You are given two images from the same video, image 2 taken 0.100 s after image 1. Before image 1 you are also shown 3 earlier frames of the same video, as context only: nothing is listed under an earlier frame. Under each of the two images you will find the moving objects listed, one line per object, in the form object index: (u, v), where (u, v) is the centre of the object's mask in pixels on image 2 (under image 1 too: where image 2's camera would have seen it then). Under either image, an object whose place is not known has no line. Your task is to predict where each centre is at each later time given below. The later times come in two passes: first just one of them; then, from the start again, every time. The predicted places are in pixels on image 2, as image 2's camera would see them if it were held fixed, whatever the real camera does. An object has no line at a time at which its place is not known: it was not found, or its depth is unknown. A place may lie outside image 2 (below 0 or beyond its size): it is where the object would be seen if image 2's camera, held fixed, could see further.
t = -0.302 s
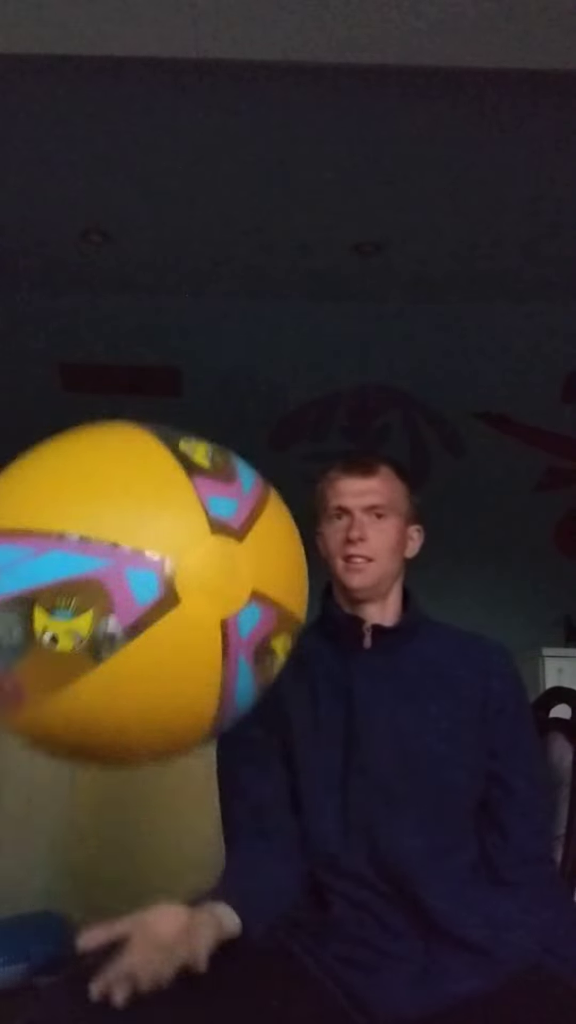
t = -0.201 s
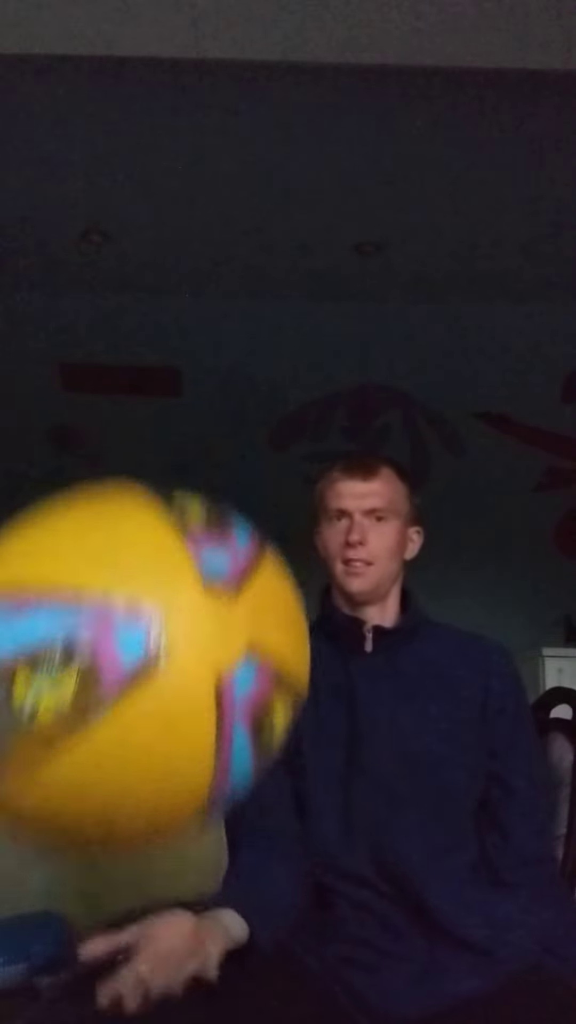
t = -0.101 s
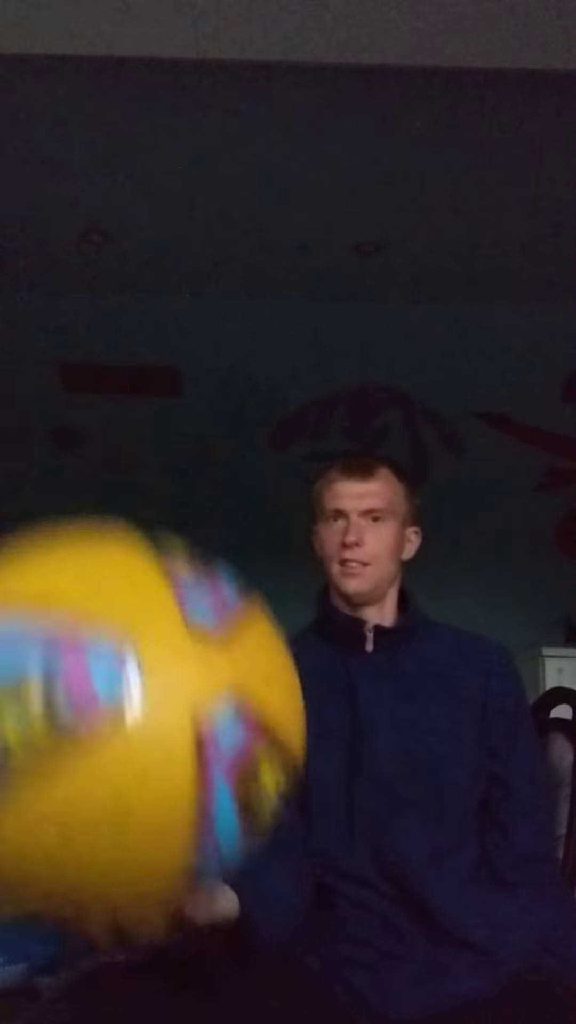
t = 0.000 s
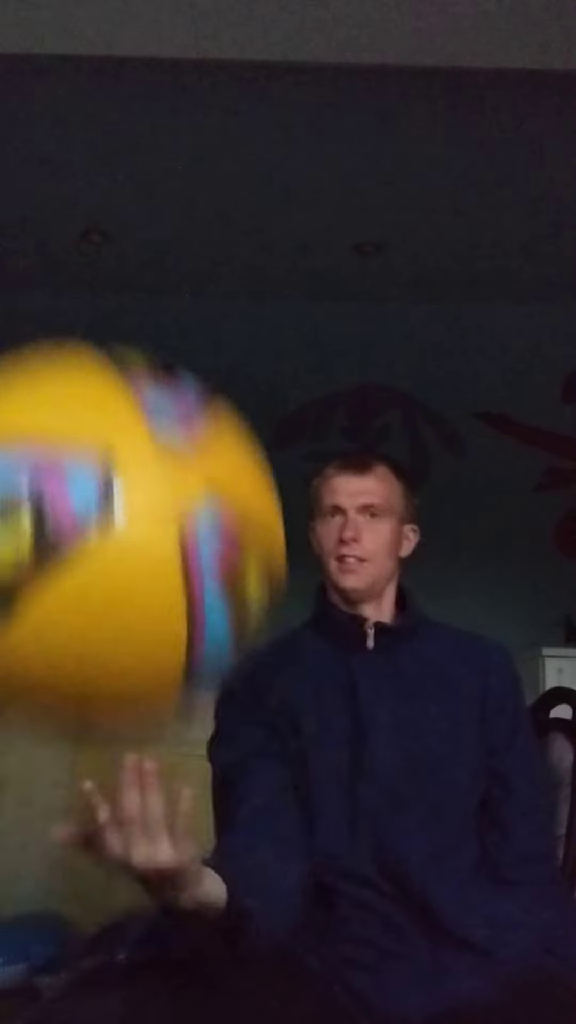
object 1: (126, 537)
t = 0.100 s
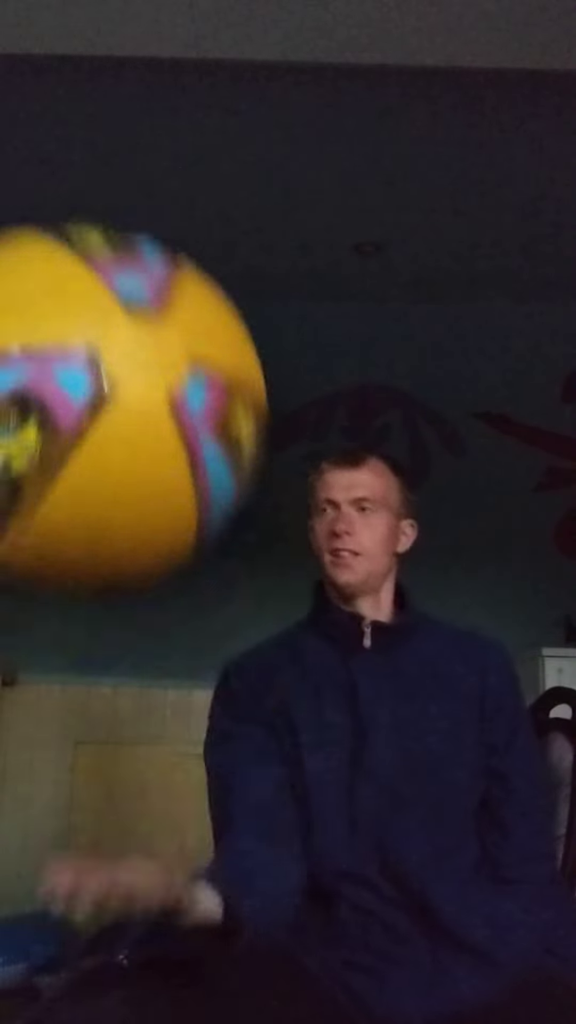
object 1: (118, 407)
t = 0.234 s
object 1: (105, 332)
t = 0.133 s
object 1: (115, 379)
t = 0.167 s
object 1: (112, 357)
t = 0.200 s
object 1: (108, 342)
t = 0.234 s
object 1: (105, 332)
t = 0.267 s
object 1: (102, 328)
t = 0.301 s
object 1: (99, 330)
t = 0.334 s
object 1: (96, 338)
